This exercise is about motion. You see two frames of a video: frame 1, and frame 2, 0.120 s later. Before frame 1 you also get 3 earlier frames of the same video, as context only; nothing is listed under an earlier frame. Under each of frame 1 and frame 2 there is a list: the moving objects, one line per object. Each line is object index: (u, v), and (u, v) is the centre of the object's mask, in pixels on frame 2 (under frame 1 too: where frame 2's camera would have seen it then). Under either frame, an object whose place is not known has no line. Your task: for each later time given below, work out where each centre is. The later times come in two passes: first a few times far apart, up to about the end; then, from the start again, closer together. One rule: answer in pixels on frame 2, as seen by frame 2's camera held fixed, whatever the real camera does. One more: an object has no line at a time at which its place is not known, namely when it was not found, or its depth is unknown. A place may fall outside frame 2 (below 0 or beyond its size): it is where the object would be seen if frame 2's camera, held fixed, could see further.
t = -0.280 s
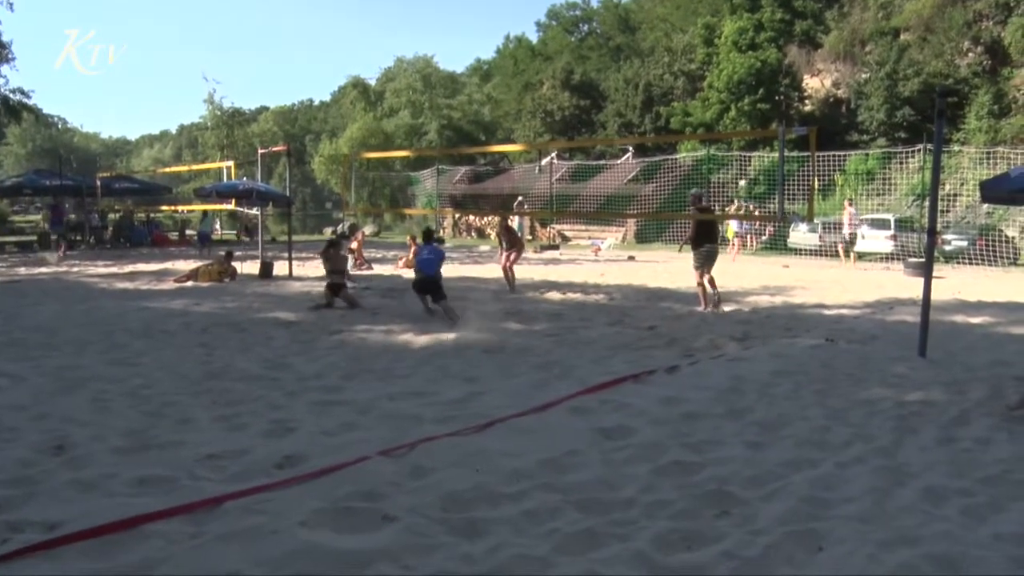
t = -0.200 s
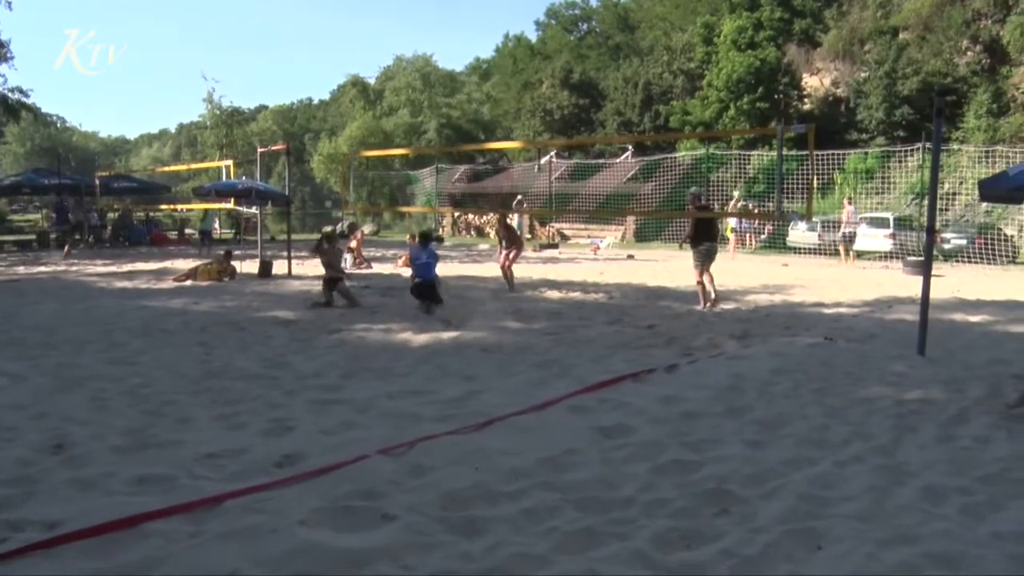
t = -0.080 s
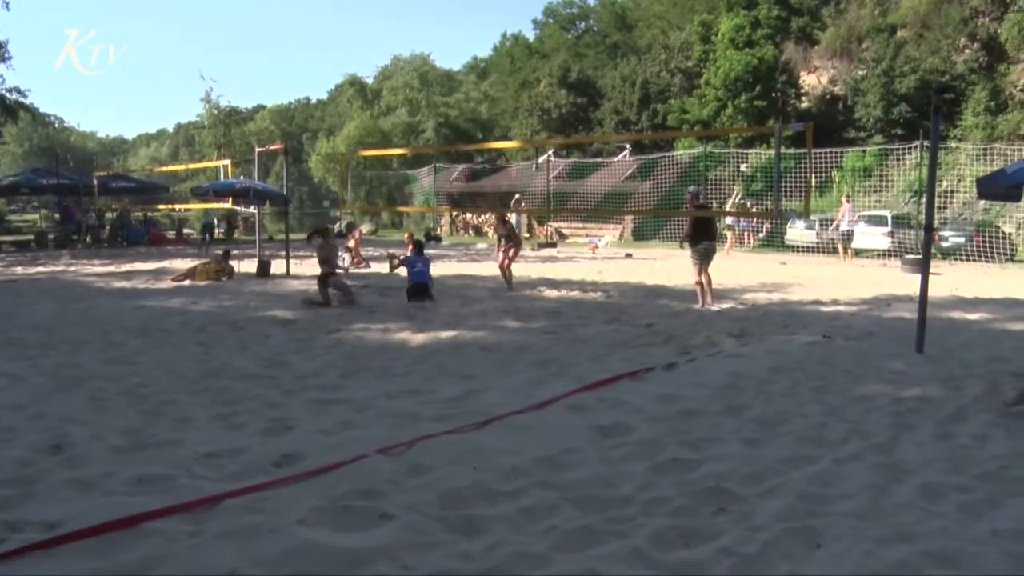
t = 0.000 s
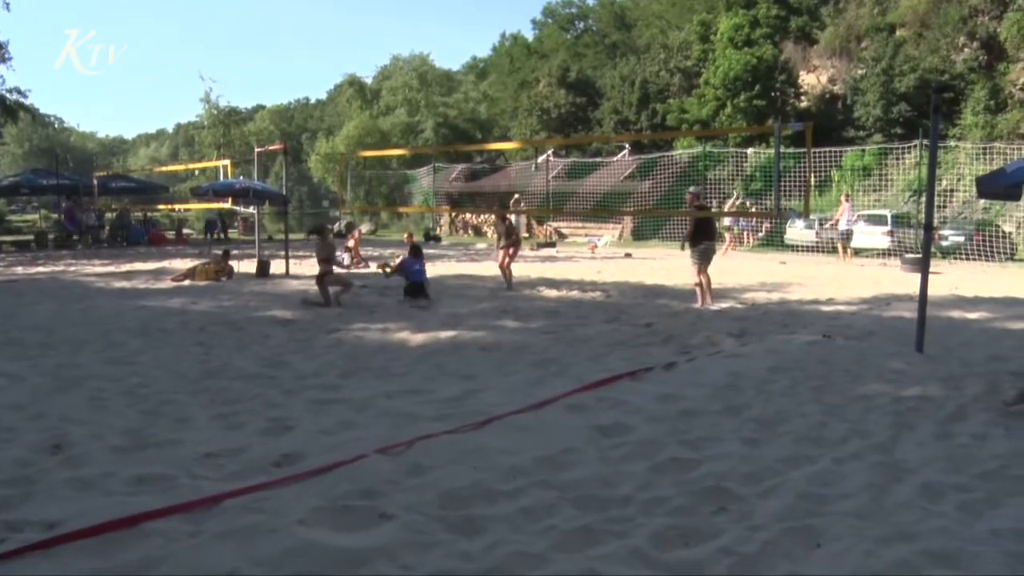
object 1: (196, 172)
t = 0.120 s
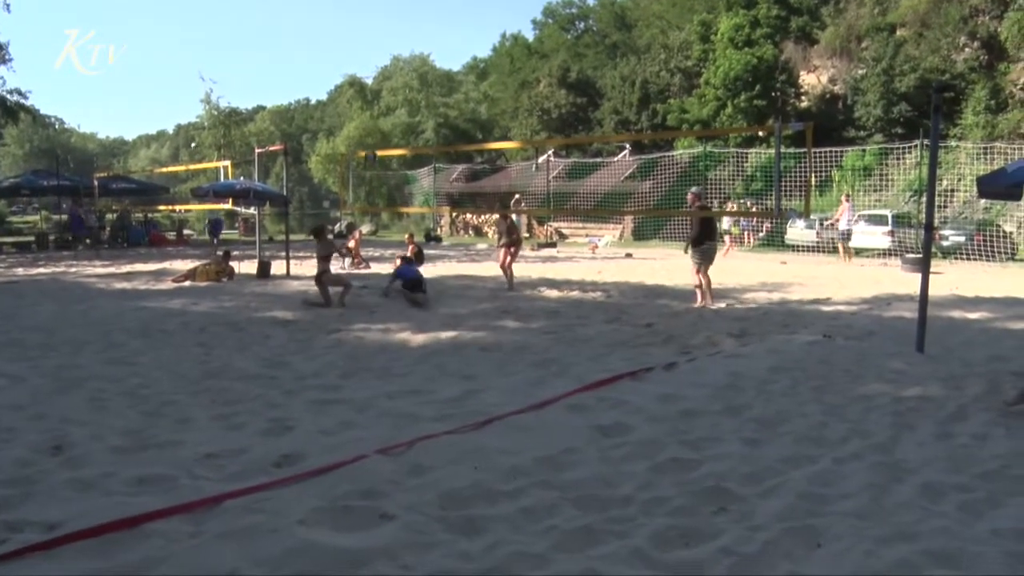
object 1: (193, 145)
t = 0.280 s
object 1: (188, 118)
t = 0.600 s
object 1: (178, 87)
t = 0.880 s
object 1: (170, 88)
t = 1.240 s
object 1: (162, 130)
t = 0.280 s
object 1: (188, 118)
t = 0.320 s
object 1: (187, 112)
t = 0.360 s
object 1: (186, 107)
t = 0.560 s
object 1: (180, 88)
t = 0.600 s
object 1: (178, 87)
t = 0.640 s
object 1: (177, 85)
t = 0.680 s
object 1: (176, 84)
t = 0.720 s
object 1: (175, 84)
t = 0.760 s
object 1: (174, 84)
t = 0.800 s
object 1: (173, 85)
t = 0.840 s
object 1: (171, 86)
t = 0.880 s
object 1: (170, 88)
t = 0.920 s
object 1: (169, 91)
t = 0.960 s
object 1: (168, 94)
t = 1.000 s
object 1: (167, 97)
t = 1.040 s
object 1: (166, 101)
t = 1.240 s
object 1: (162, 130)
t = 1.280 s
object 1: (160, 134)
